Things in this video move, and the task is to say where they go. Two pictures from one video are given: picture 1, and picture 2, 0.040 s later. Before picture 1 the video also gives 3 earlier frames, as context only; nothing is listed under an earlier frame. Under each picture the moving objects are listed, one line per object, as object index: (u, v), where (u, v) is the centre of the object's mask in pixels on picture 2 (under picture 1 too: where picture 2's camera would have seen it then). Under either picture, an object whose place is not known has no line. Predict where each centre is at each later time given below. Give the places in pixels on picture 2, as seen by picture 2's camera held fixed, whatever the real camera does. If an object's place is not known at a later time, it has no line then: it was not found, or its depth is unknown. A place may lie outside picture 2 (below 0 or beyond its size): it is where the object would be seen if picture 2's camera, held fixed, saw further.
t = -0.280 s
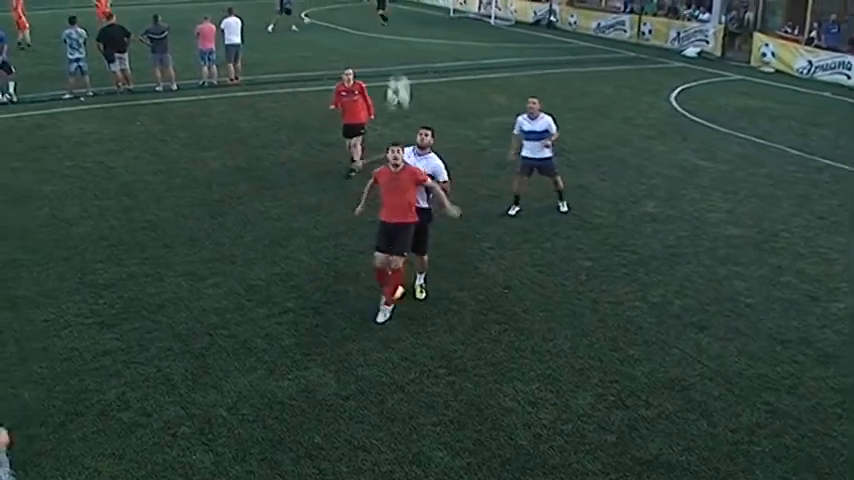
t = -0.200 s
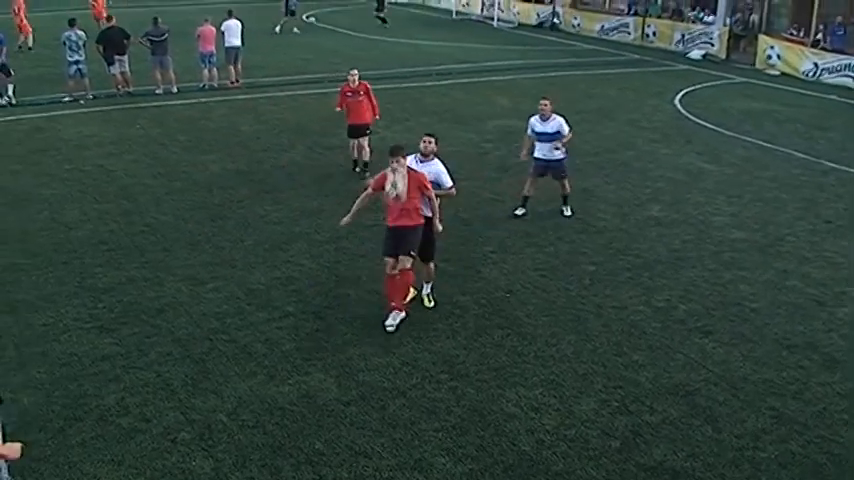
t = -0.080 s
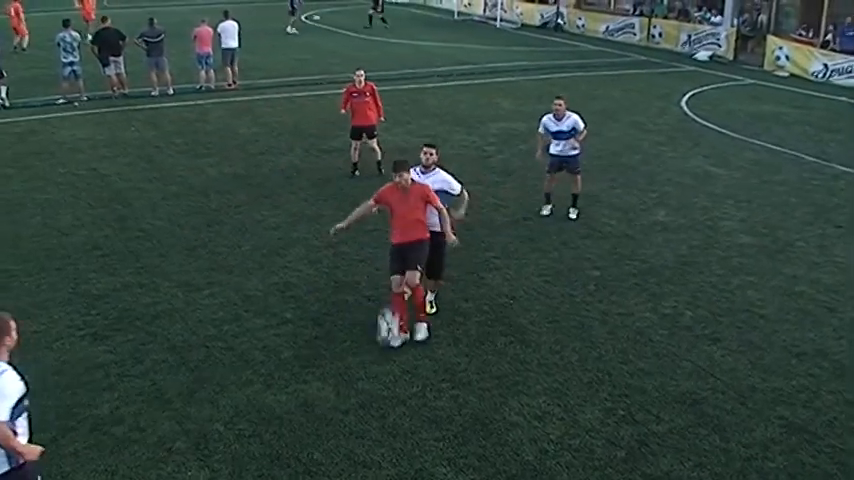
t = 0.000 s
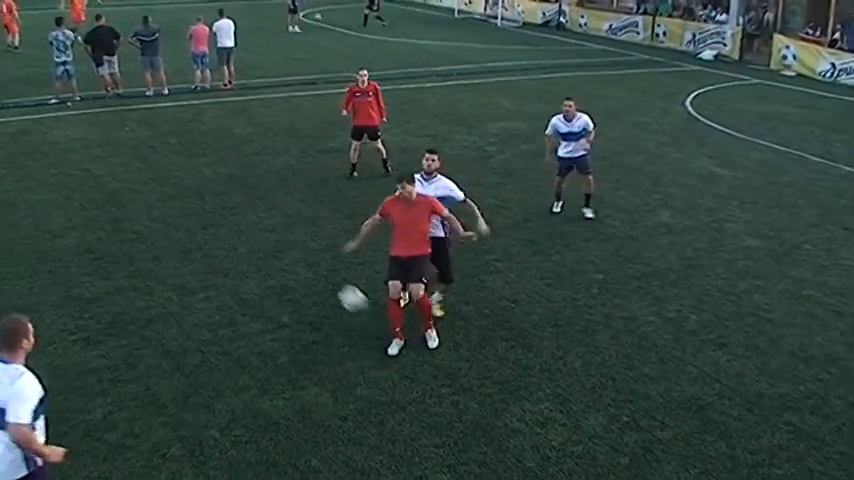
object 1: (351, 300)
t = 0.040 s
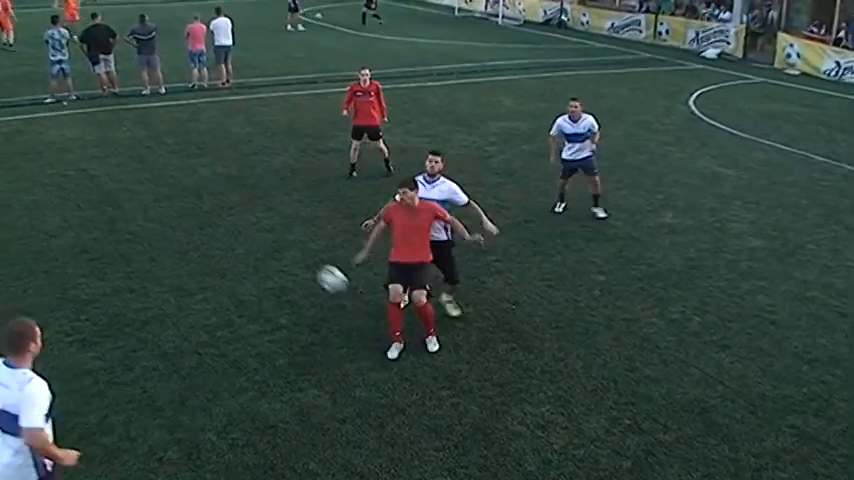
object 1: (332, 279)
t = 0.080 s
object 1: (312, 259)
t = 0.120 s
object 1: (291, 240)
